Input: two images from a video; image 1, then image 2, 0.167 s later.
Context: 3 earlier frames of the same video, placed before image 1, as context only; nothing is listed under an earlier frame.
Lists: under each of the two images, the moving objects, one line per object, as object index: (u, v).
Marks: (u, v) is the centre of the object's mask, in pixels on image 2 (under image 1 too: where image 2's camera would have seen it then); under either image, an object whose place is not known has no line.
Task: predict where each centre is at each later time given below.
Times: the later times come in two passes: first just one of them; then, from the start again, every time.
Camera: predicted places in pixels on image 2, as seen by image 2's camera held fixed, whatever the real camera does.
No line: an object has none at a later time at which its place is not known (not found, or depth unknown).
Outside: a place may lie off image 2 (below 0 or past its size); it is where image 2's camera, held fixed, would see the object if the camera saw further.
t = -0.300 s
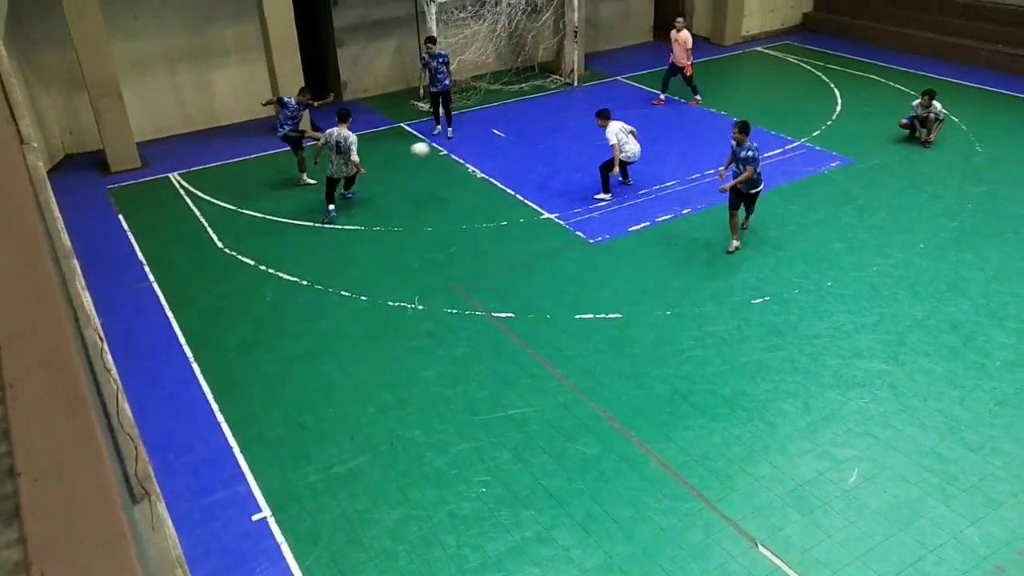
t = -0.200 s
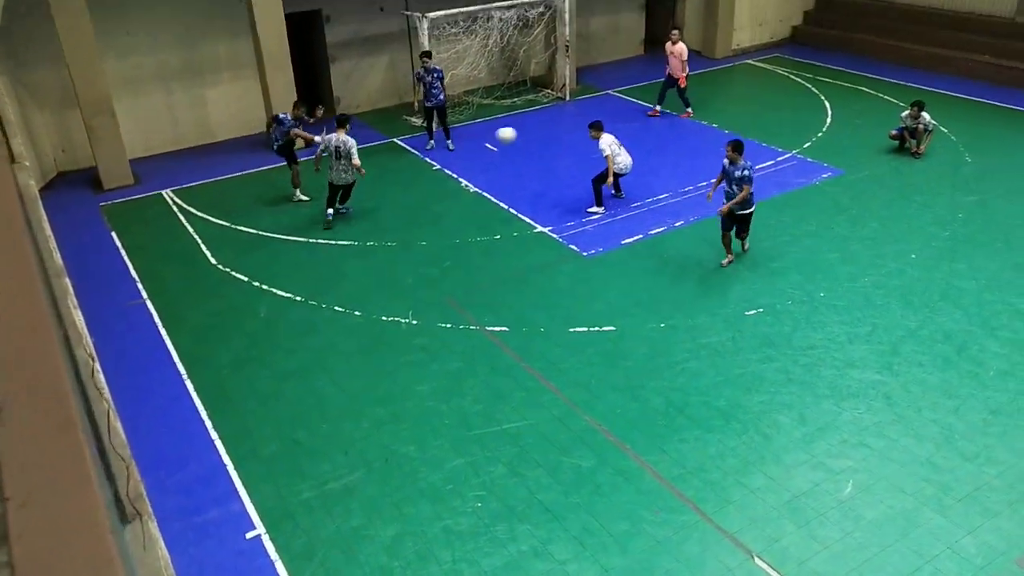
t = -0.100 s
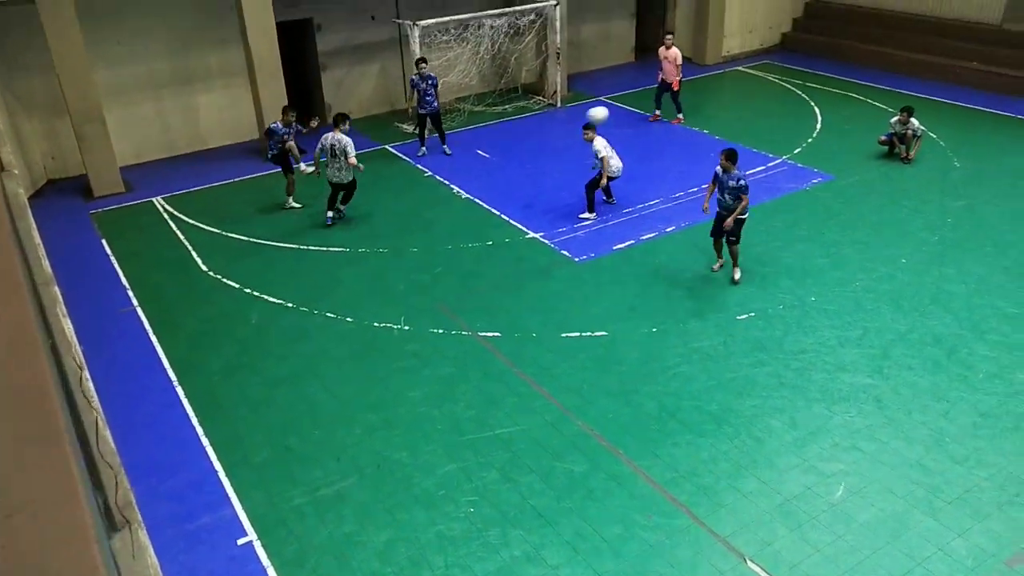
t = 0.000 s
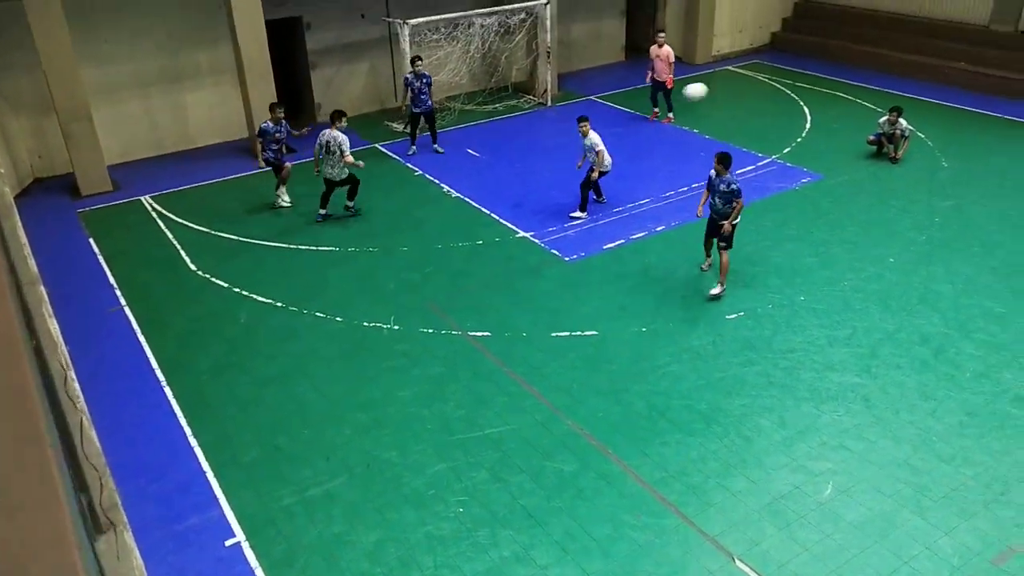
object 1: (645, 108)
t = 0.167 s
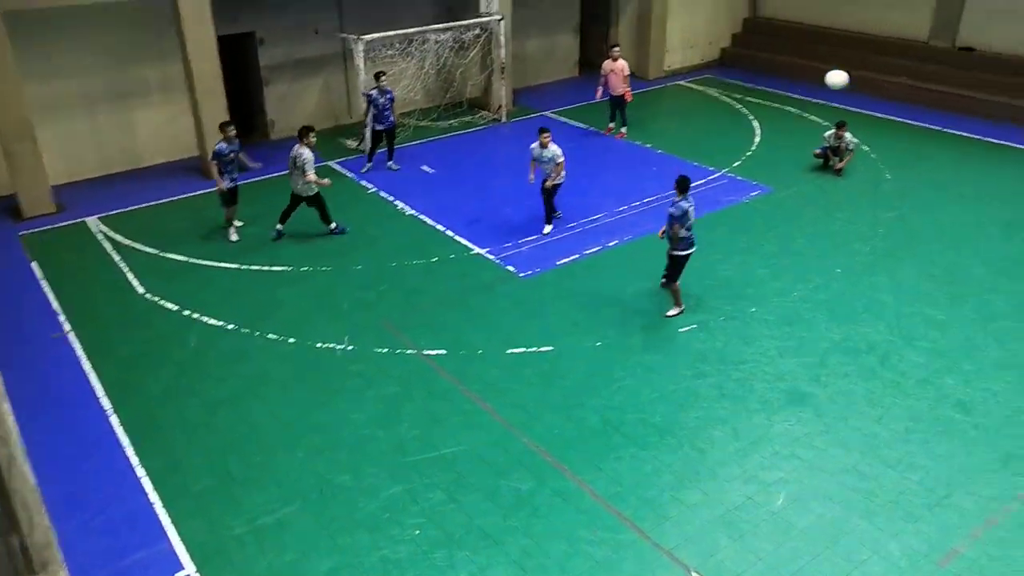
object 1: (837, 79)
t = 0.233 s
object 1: (921, 73)
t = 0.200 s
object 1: (879, 76)
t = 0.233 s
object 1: (921, 73)
